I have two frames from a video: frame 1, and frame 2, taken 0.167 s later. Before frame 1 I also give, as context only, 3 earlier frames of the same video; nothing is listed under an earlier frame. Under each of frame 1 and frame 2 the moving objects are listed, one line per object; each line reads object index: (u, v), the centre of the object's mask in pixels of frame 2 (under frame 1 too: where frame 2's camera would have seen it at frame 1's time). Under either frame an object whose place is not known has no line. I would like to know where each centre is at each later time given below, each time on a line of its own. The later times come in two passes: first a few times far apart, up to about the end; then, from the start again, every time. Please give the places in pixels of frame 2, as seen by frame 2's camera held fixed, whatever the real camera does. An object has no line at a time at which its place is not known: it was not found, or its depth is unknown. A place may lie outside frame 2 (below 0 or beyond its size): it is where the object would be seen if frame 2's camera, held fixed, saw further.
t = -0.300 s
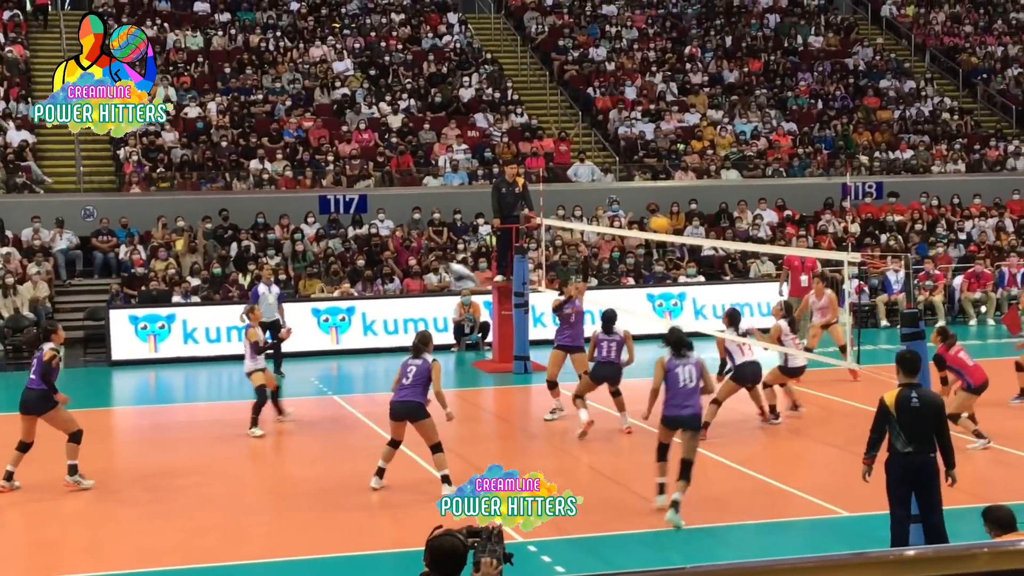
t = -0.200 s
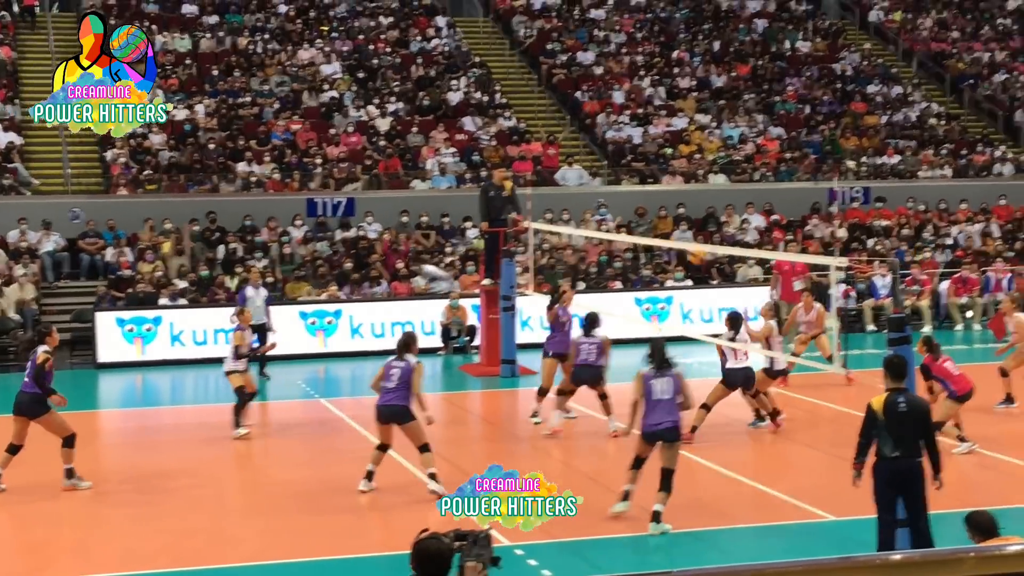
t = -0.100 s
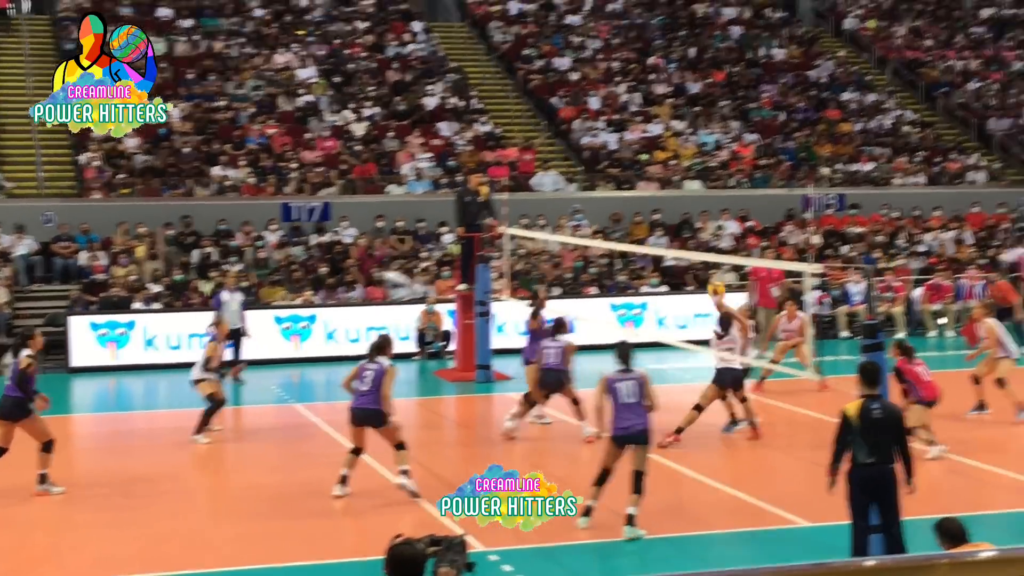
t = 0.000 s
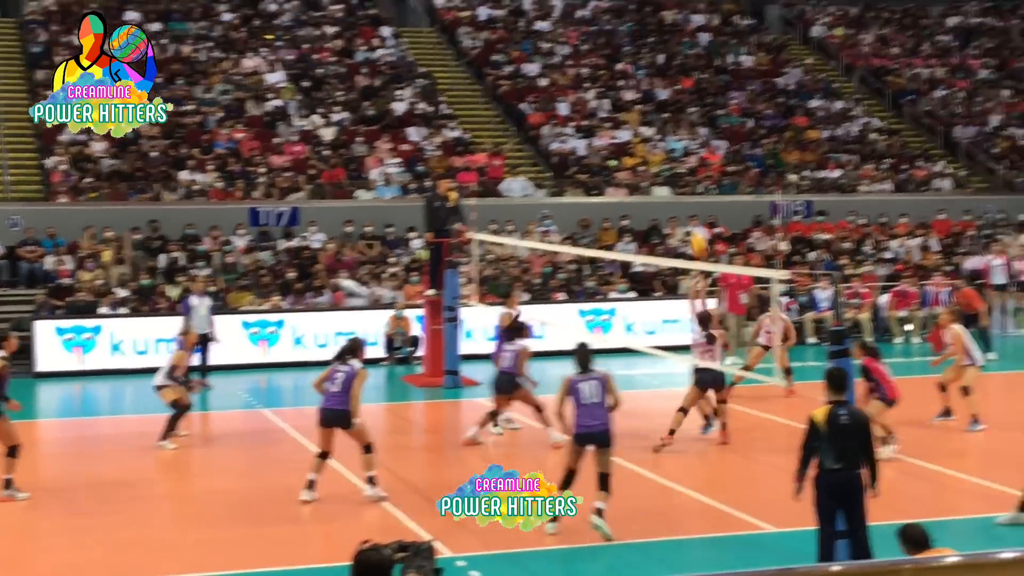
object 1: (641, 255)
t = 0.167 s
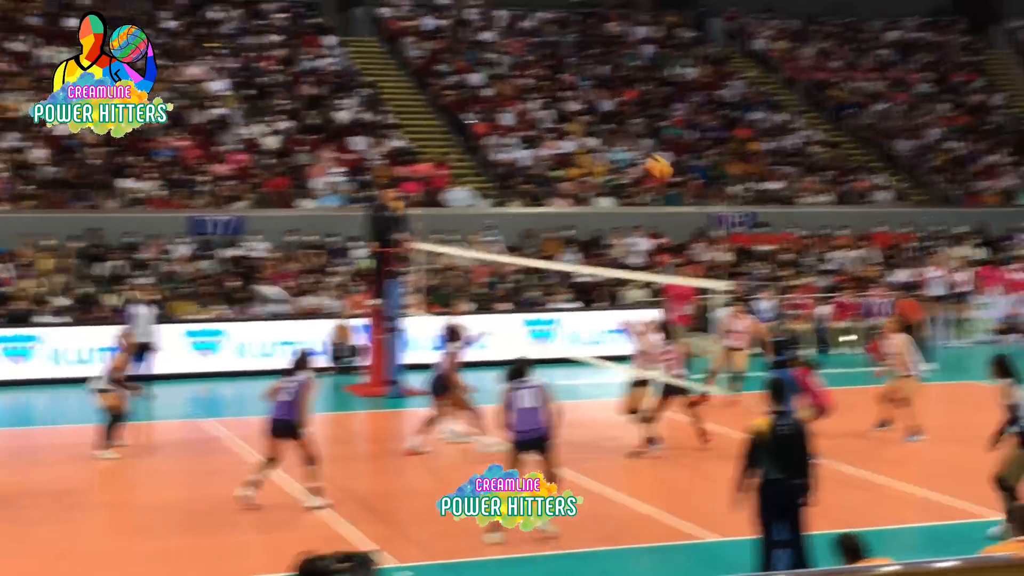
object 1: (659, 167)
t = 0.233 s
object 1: (667, 137)
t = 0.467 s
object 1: (692, 64)
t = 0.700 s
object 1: (718, 39)
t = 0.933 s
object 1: (743, 61)
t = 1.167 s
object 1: (766, 130)
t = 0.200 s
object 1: (664, 152)
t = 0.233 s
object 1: (667, 137)
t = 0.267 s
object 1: (671, 125)
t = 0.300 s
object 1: (676, 112)
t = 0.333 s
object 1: (676, 100)
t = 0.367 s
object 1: (682, 90)
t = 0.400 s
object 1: (685, 80)
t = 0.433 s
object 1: (689, 72)
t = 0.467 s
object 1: (692, 64)
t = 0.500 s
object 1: (696, 58)
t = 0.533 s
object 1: (699, 52)
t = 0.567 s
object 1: (703, 48)
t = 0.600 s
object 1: (706, 44)
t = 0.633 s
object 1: (710, 40)
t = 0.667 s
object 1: (714, 39)
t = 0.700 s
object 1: (718, 39)
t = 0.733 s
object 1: (721, 39)
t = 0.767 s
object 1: (724, 40)
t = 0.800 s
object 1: (728, 42)
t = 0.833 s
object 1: (731, 44)
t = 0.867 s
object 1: (735, 50)
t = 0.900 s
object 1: (739, 55)
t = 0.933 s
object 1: (743, 61)
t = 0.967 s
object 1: (746, 68)
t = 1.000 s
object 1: (749, 76)
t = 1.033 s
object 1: (753, 85)
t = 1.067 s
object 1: (757, 95)
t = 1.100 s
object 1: (759, 106)
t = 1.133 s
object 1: (763, 118)
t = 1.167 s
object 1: (766, 130)
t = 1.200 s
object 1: (769, 144)
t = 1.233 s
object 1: (772, 159)
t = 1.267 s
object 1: (774, 172)
